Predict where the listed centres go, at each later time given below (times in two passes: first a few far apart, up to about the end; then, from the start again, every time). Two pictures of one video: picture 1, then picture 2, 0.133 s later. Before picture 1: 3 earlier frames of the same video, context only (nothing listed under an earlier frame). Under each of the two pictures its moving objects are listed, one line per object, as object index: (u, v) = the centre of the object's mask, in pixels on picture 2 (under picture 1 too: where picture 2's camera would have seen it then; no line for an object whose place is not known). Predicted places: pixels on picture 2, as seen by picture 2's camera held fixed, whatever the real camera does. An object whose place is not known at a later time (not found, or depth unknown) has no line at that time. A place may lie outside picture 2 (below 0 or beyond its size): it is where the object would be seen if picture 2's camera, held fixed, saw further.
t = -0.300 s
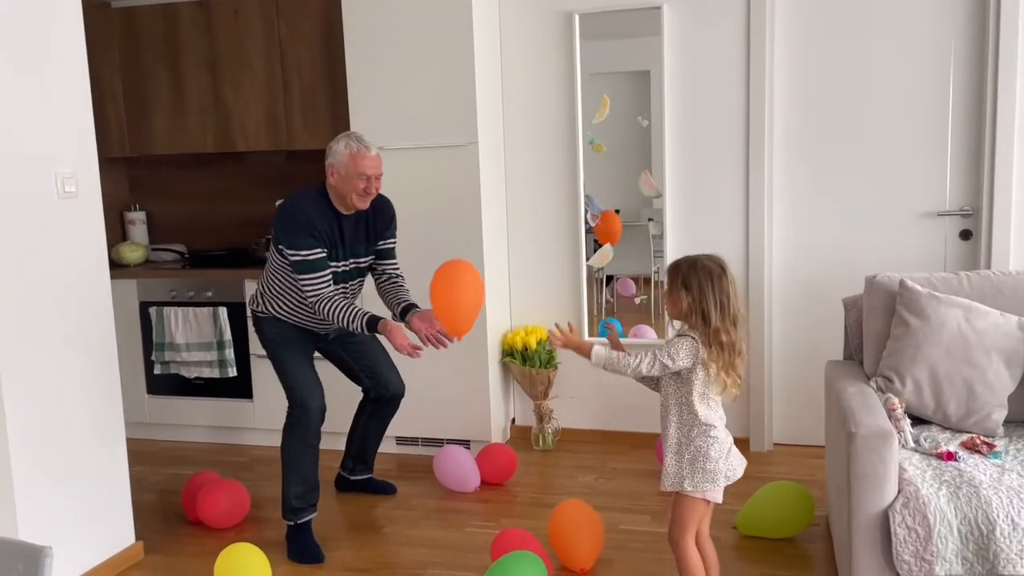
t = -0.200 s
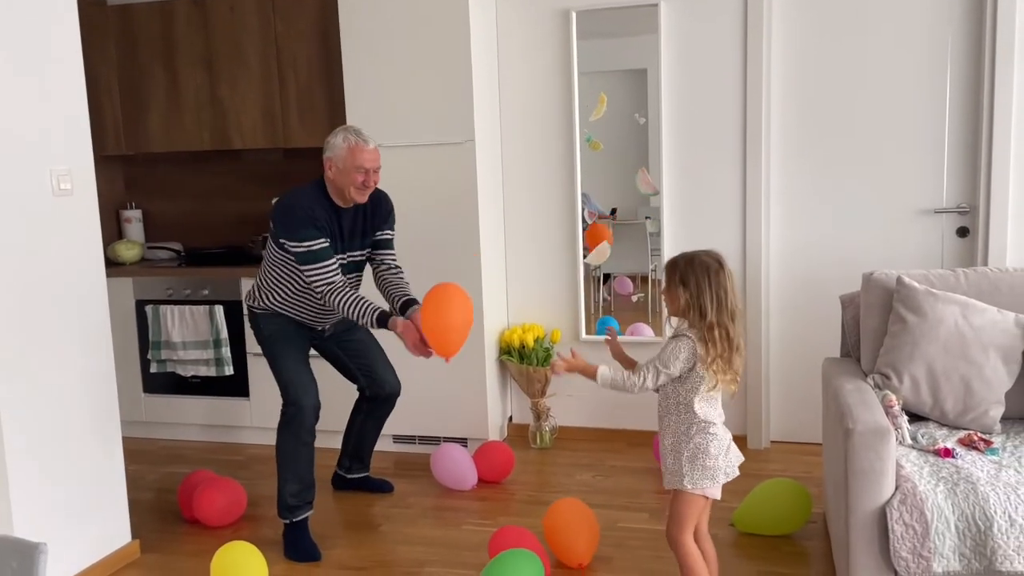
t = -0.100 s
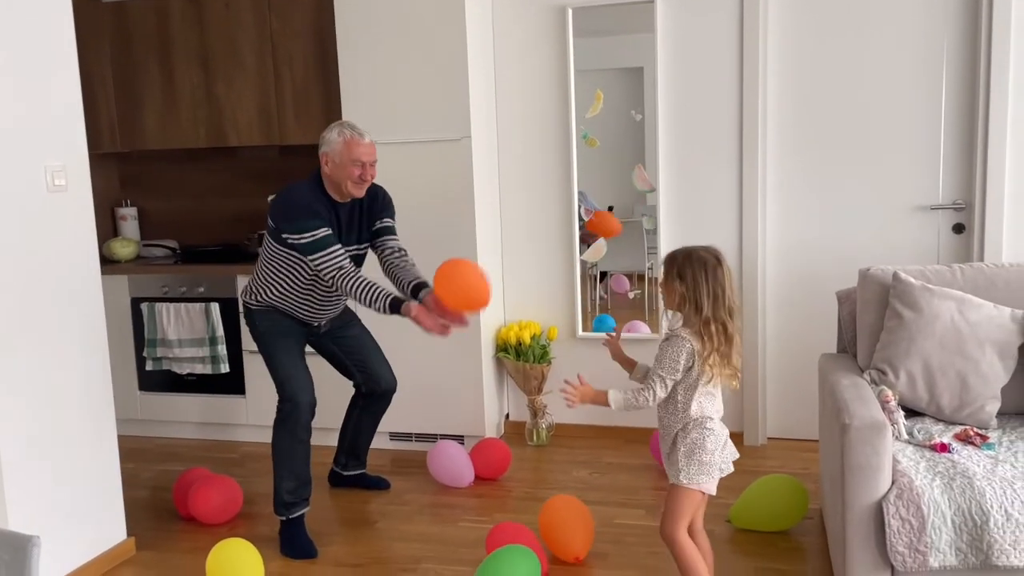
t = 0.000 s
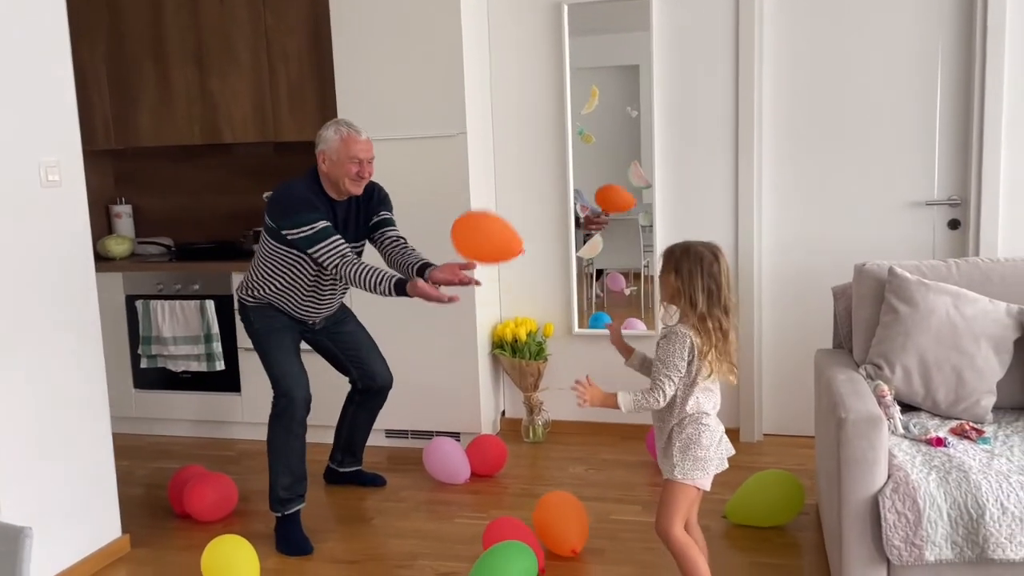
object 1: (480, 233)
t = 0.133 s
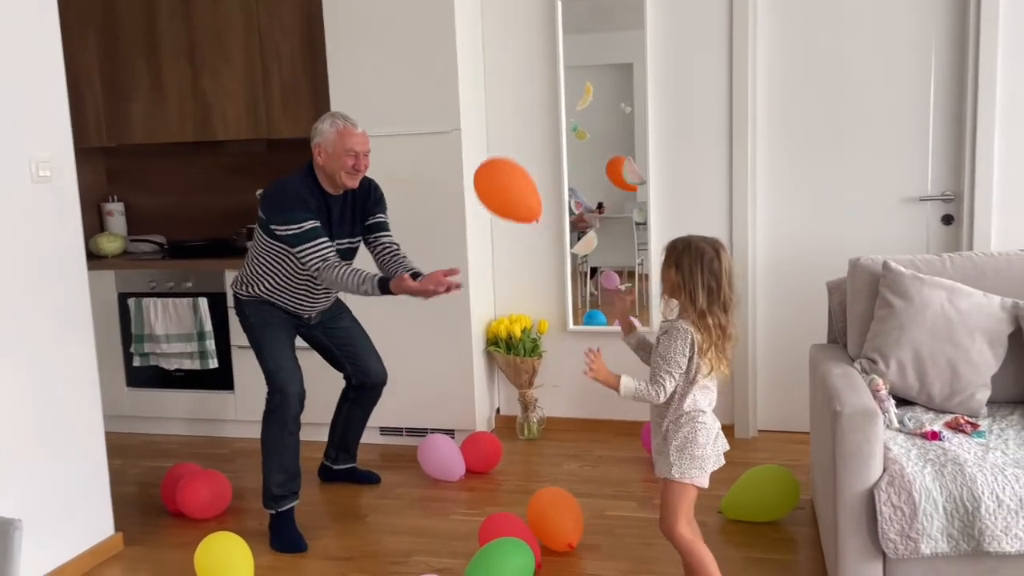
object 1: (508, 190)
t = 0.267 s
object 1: (530, 162)
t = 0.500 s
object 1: (561, 147)
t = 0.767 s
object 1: (582, 169)
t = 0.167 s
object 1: (513, 182)
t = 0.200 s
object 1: (519, 175)
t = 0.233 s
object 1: (525, 168)
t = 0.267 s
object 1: (530, 162)
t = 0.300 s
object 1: (535, 157)
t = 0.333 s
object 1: (540, 154)
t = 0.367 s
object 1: (545, 151)
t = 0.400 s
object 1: (549, 149)
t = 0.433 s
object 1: (554, 147)
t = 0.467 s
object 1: (557, 146)
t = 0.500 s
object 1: (561, 147)
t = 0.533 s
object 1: (564, 147)
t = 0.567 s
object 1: (567, 148)
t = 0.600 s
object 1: (570, 150)
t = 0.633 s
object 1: (573, 153)
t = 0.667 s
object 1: (576, 156)
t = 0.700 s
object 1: (578, 160)
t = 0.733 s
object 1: (580, 164)
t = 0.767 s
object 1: (582, 169)
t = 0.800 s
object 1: (584, 175)
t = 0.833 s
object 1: (585, 181)
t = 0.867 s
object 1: (587, 188)
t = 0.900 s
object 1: (587, 195)
